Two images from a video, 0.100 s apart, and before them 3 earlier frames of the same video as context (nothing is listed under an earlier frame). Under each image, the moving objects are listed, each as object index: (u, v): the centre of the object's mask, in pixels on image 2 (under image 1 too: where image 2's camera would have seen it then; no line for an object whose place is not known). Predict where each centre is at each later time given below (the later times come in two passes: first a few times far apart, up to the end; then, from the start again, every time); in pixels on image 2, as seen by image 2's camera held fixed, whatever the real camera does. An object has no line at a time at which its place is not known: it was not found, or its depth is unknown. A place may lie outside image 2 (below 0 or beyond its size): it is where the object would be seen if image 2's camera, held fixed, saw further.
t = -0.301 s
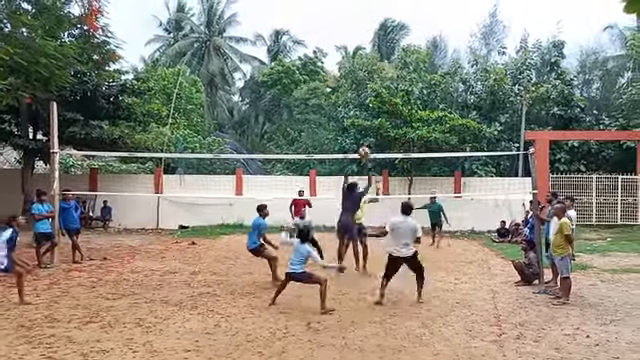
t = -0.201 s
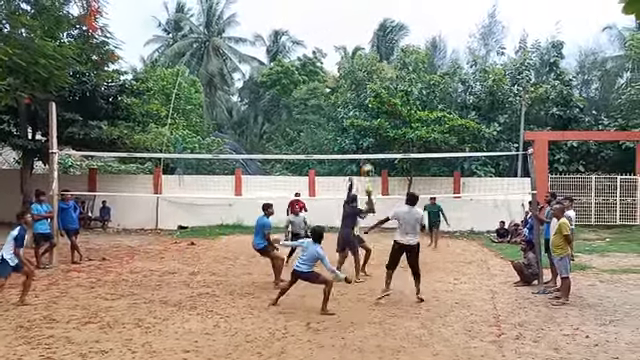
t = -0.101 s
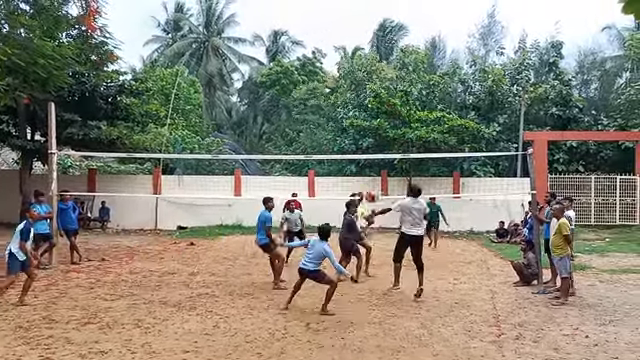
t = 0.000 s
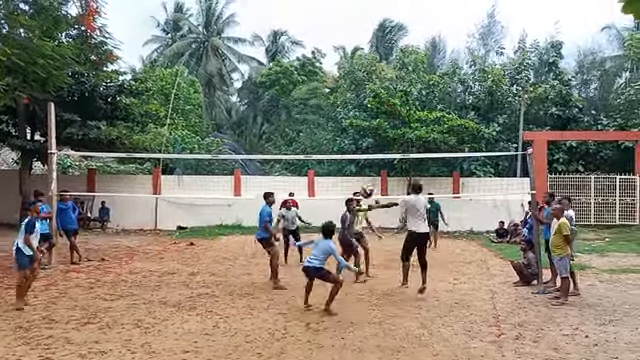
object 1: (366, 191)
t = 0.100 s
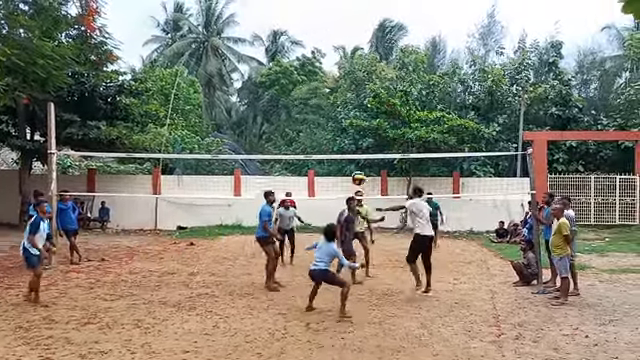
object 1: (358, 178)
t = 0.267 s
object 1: (342, 169)
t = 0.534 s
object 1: (309, 203)
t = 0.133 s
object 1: (354, 175)
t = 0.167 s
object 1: (351, 172)
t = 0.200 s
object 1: (348, 171)
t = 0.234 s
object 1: (345, 169)
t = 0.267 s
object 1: (342, 169)
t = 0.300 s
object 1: (339, 170)
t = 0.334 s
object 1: (334, 171)
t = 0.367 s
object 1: (330, 174)
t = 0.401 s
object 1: (326, 177)
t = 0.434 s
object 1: (322, 182)
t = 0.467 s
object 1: (317, 189)
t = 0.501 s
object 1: (314, 195)
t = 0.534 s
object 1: (309, 203)
